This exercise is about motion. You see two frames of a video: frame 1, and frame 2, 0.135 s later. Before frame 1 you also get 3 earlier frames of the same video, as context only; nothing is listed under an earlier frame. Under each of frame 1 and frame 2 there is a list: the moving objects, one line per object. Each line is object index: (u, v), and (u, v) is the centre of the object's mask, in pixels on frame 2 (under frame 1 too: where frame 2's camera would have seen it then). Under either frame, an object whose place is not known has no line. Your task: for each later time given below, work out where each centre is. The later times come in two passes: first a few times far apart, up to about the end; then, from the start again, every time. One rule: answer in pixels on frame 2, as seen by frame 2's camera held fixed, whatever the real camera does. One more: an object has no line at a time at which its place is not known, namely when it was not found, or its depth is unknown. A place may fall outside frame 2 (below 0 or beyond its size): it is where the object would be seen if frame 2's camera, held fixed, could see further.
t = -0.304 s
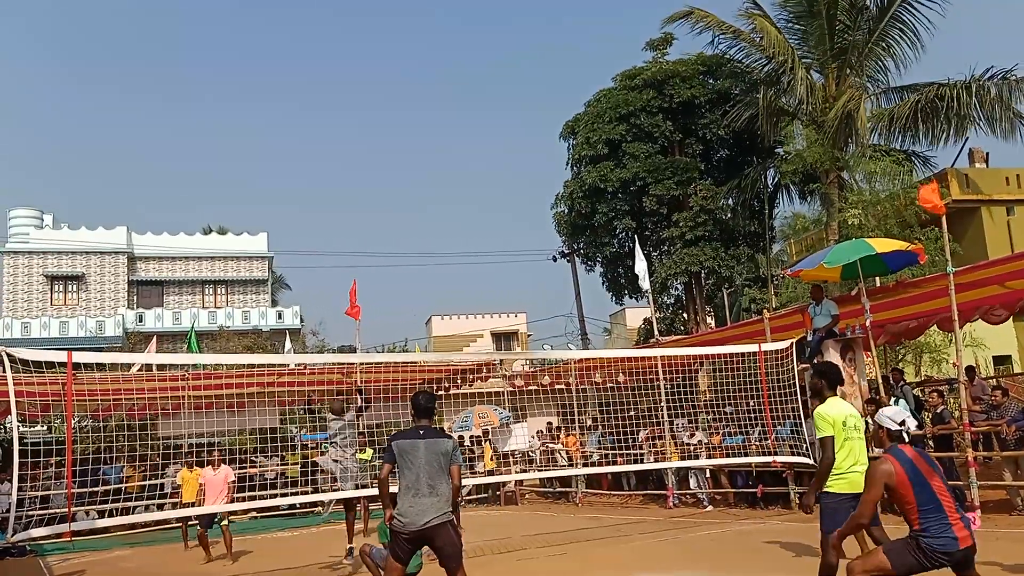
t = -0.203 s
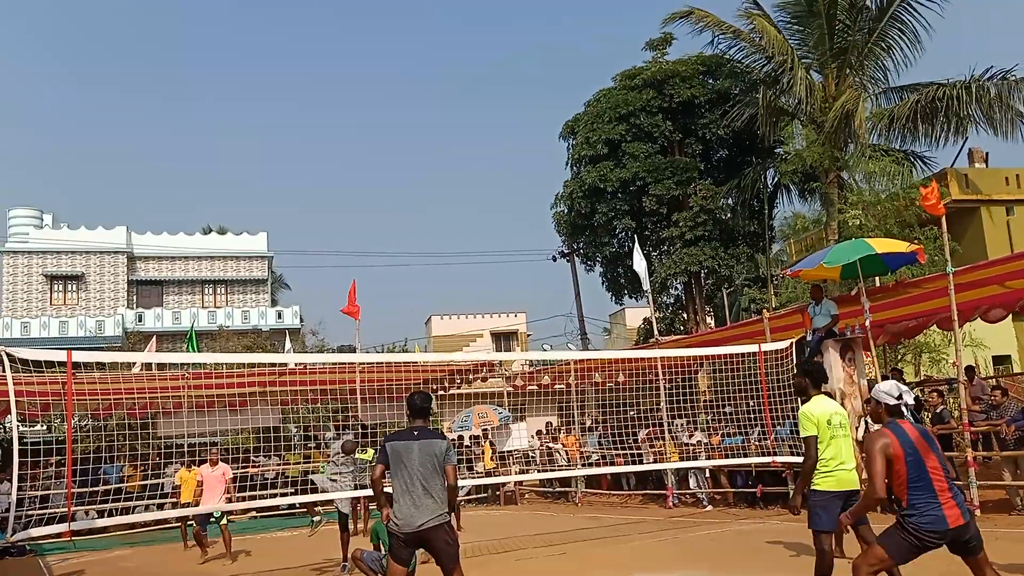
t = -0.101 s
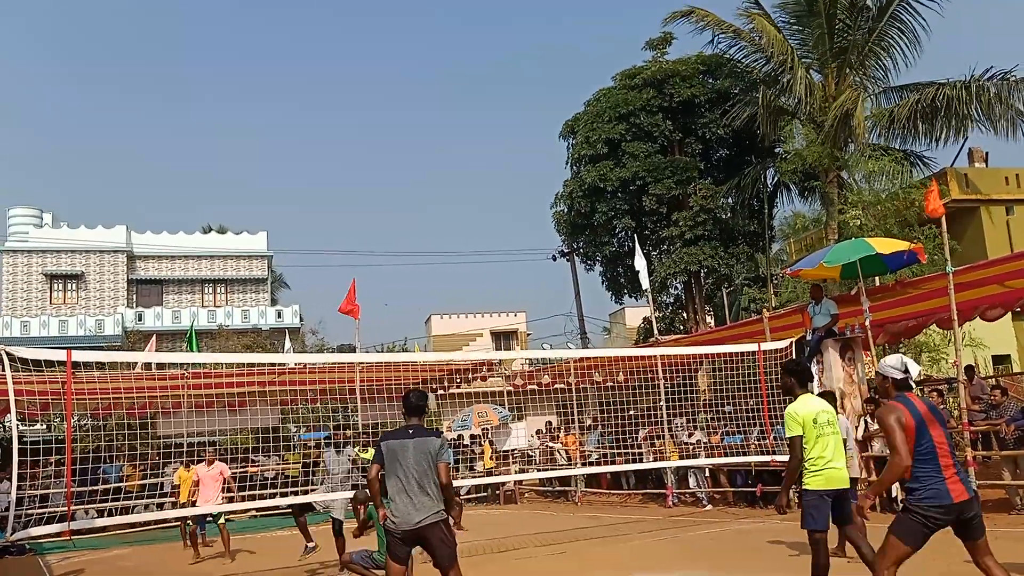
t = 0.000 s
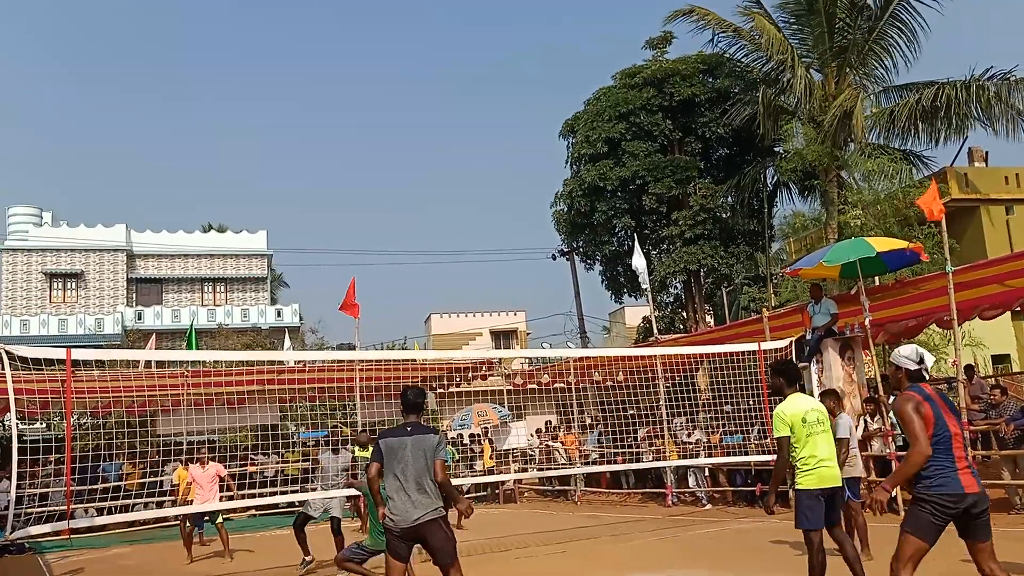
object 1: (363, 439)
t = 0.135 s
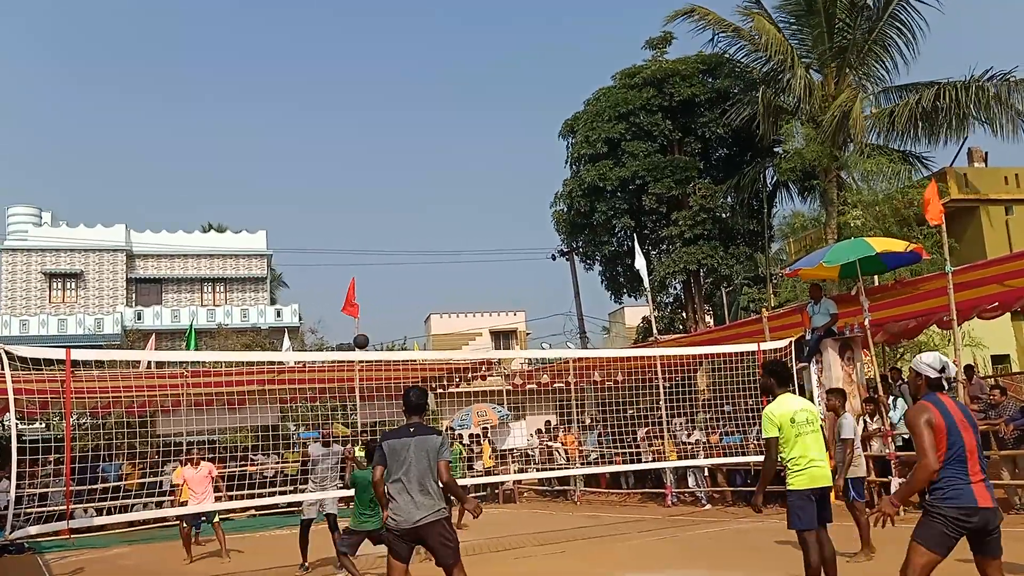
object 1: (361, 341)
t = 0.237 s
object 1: (360, 279)
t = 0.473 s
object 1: (359, 168)
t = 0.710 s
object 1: (361, 106)
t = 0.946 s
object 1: (363, 92)
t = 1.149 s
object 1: (366, 121)
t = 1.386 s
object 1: (371, 209)
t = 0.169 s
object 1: (361, 320)
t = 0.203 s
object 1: (361, 299)
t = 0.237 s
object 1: (360, 279)
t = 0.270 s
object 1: (360, 260)
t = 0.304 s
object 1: (360, 242)
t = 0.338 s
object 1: (359, 226)
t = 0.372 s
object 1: (359, 210)
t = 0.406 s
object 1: (359, 195)
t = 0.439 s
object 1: (359, 181)
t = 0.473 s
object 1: (359, 168)
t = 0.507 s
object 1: (360, 156)
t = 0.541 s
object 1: (360, 145)
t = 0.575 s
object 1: (360, 135)
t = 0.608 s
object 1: (360, 126)
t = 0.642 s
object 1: (361, 119)
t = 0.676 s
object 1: (361, 112)
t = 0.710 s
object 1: (361, 106)
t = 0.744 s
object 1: (361, 100)
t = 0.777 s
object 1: (361, 96)
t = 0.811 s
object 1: (361, 94)
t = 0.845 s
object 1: (362, 92)
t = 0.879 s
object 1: (362, 91)
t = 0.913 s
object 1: (362, 90)
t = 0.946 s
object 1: (363, 92)
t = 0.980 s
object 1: (363, 94)
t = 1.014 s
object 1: (364, 97)
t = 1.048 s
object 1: (364, 101)
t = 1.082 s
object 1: (364, 106)
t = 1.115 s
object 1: (365, 113)
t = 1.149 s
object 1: (366, 121)
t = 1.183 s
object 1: (366, 130)
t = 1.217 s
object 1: (367, 139)
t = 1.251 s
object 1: (368, 151)
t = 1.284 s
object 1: (368, 164)
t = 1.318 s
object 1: (369, 177)
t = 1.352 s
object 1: (370, 193)
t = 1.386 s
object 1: (371, 209)
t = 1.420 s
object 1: (372, 227)
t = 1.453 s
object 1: (373, 247)
